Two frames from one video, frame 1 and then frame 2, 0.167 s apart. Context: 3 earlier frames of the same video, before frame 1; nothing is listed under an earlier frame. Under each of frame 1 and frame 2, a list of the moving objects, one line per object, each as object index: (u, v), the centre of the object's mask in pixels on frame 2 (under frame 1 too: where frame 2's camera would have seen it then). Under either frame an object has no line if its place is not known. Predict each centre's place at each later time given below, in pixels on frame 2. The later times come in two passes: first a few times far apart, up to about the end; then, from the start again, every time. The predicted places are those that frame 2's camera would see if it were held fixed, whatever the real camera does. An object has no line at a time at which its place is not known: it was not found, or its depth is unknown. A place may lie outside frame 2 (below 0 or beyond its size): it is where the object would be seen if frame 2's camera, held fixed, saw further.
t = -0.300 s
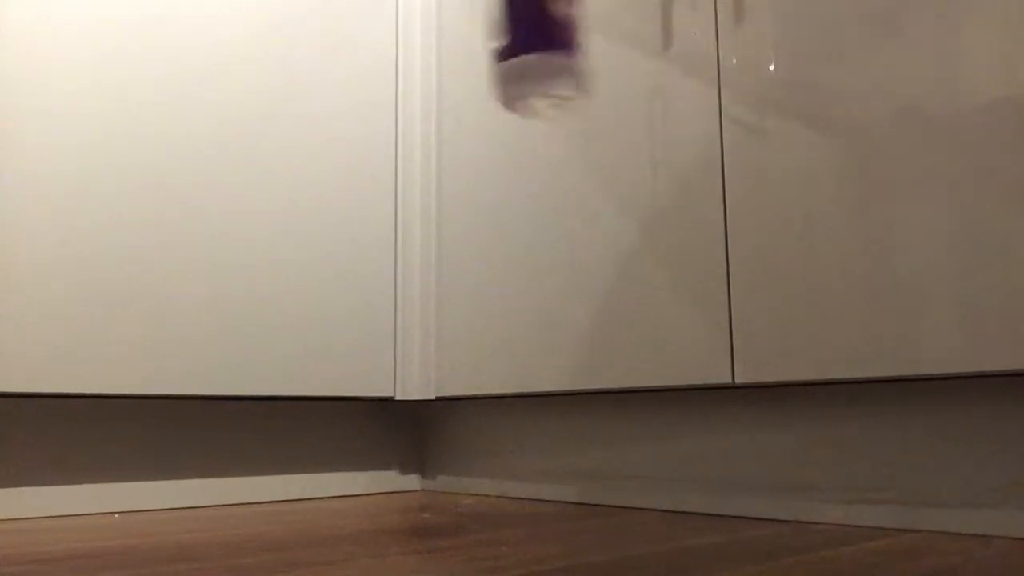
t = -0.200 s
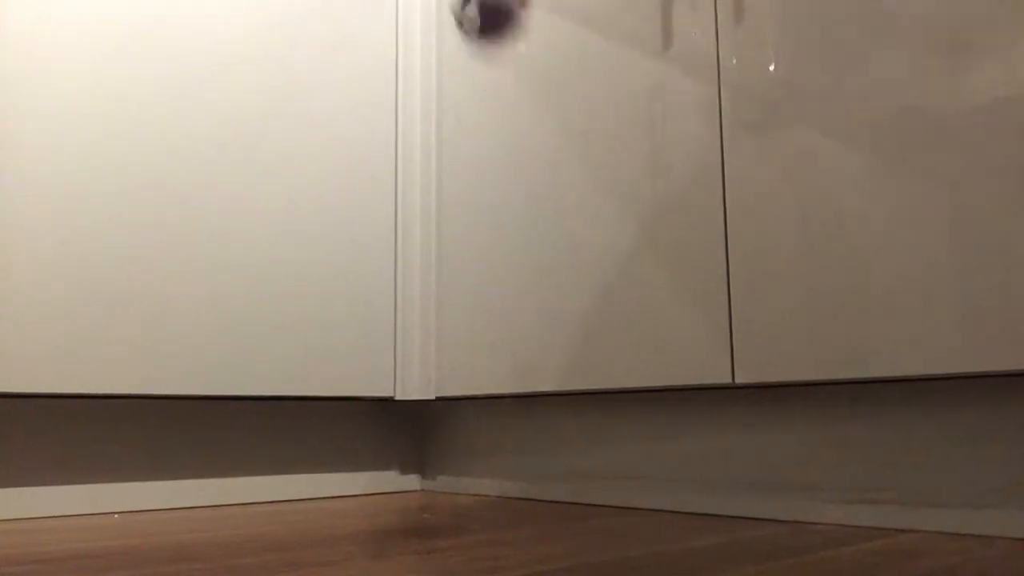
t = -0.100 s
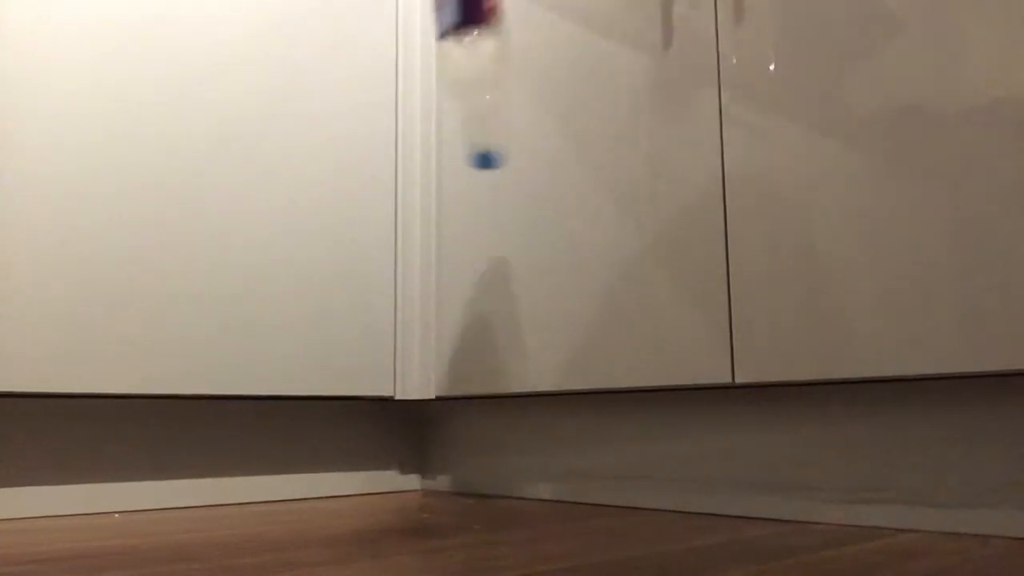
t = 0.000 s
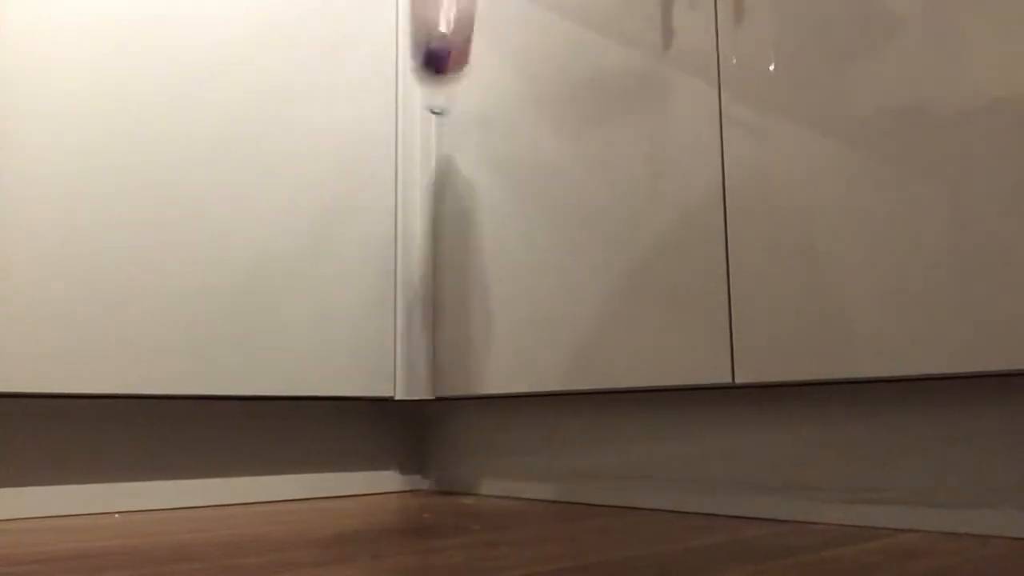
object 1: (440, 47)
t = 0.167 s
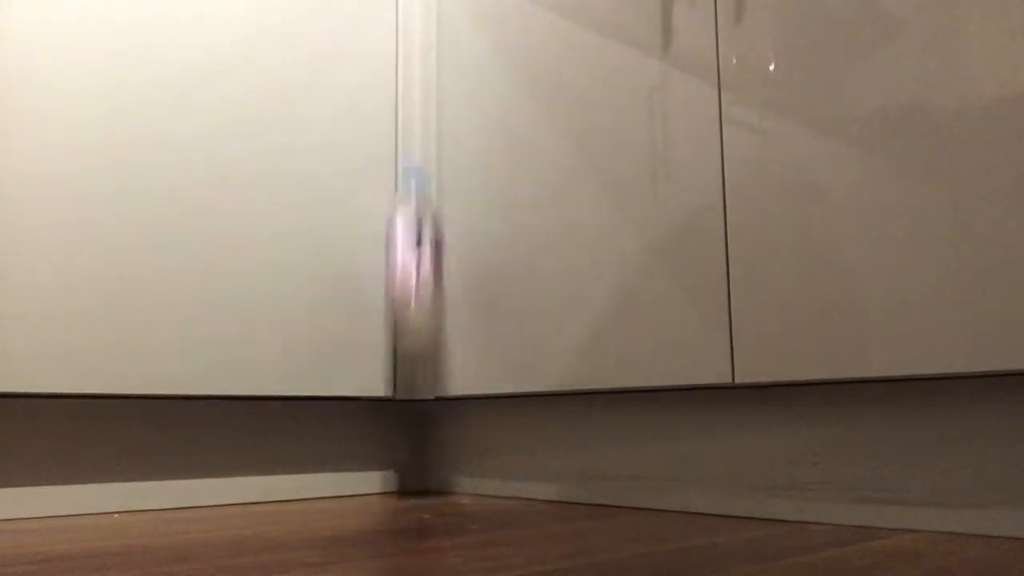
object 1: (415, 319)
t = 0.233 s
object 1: (406, 394)
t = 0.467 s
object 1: (405, 403)
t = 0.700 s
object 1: (399, 422)
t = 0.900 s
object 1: (402, 473)
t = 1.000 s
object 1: (406, 474)
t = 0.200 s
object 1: (410, 357)
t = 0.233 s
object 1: (406, 394)
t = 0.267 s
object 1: (405, 407)
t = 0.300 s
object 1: (404, 407)
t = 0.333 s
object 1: (404, 407)
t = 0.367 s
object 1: (405, 405)
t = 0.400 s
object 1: (405, 404)
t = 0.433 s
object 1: (405, 403)
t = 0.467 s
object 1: (405, 403)
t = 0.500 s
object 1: (405, 403)
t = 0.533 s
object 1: (404, 405)
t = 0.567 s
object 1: (404, 405)
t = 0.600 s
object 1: (403, 406)
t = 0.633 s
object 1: (403, 409)
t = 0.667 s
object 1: (402, 414)
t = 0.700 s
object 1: (399, 422)
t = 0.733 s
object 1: (397, 439)
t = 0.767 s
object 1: (397, 465)
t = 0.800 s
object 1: (399, 468)
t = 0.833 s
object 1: (401, 461)
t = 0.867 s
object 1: (397, 464)
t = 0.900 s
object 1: (402, 473)
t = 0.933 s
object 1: (405, 472)
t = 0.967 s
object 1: (406, 474)
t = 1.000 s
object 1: (406, 474)
